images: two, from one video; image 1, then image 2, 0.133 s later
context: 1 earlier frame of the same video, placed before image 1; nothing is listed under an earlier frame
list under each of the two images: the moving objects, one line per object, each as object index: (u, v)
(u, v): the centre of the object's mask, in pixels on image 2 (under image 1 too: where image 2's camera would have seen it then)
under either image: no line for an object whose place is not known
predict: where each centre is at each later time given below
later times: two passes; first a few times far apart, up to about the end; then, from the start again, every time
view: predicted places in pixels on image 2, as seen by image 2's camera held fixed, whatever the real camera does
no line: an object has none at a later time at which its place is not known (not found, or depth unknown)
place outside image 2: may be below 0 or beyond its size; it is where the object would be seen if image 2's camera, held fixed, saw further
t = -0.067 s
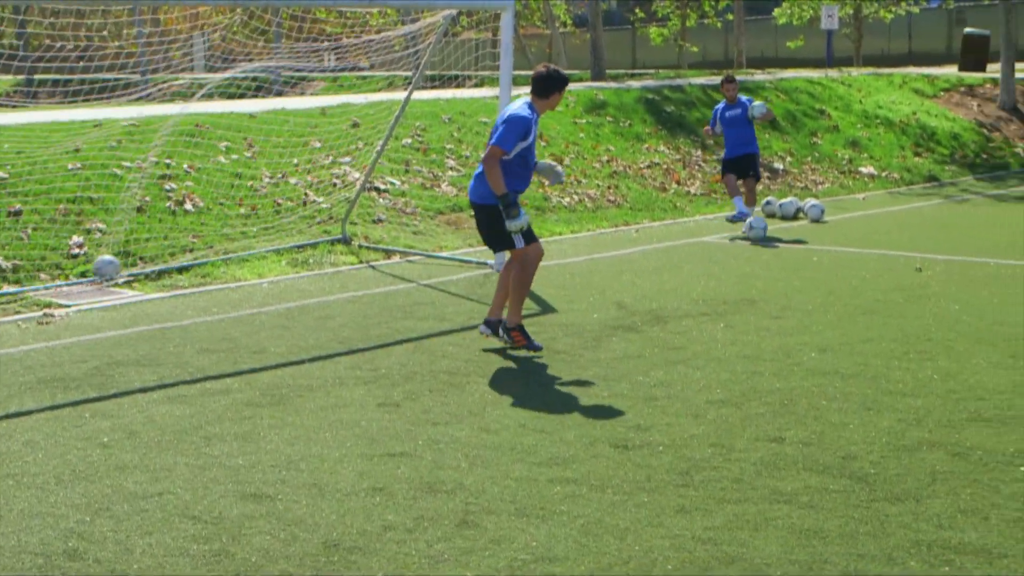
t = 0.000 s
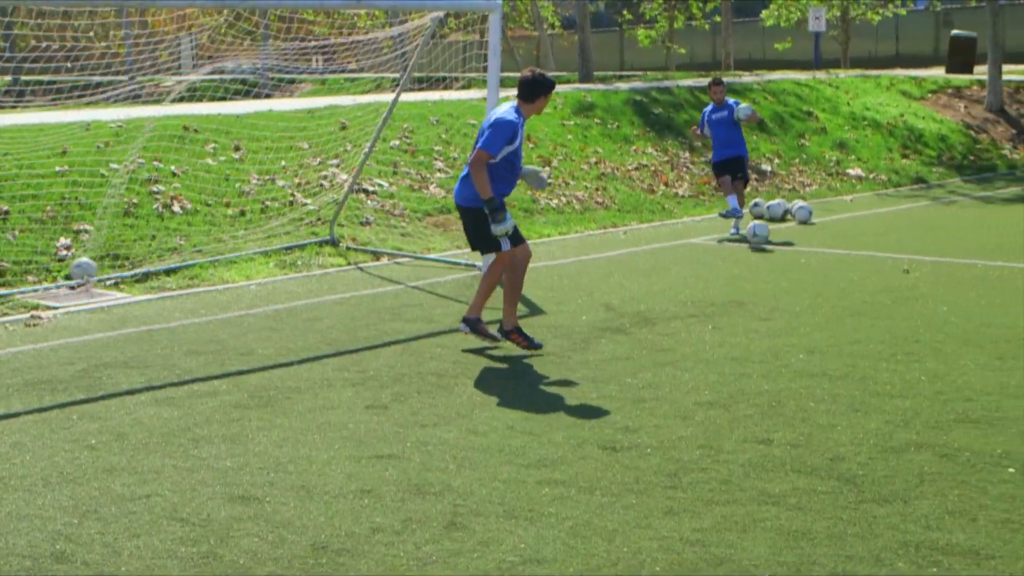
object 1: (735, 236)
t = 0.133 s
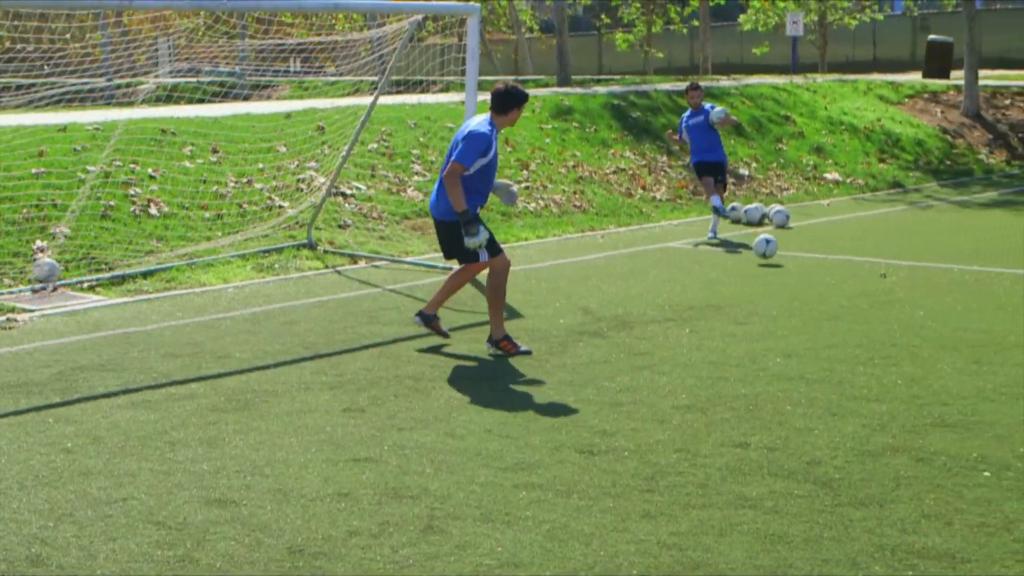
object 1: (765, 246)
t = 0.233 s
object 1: (789, 258)
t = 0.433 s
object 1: (841, 274)
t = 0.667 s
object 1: (912, 299)
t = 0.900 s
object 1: (993, 321)
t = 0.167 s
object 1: (773, 250)
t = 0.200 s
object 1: (781, 254)
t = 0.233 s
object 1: (789, 258)
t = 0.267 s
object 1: (798, 263)
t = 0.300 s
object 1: (806, 266)
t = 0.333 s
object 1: (815, 267)
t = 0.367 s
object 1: (823, 269)
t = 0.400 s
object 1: (832, 271)
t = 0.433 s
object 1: (841, 274)
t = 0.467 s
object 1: (851, 277)
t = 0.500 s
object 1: (860, 281)
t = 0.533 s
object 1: (870, 285)
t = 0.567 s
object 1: (880, 290)
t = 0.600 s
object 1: (891, 295)
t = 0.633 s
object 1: (902, 298)
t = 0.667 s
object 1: (912, 299)
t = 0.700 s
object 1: (923, 301)
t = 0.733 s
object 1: (934, 303)
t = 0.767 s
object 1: (945, 306)
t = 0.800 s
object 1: (957, 308)
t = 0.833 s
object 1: (968, 312)
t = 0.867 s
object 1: (981, 316)
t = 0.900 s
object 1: (993, 321)
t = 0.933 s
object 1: (1006, 327)
